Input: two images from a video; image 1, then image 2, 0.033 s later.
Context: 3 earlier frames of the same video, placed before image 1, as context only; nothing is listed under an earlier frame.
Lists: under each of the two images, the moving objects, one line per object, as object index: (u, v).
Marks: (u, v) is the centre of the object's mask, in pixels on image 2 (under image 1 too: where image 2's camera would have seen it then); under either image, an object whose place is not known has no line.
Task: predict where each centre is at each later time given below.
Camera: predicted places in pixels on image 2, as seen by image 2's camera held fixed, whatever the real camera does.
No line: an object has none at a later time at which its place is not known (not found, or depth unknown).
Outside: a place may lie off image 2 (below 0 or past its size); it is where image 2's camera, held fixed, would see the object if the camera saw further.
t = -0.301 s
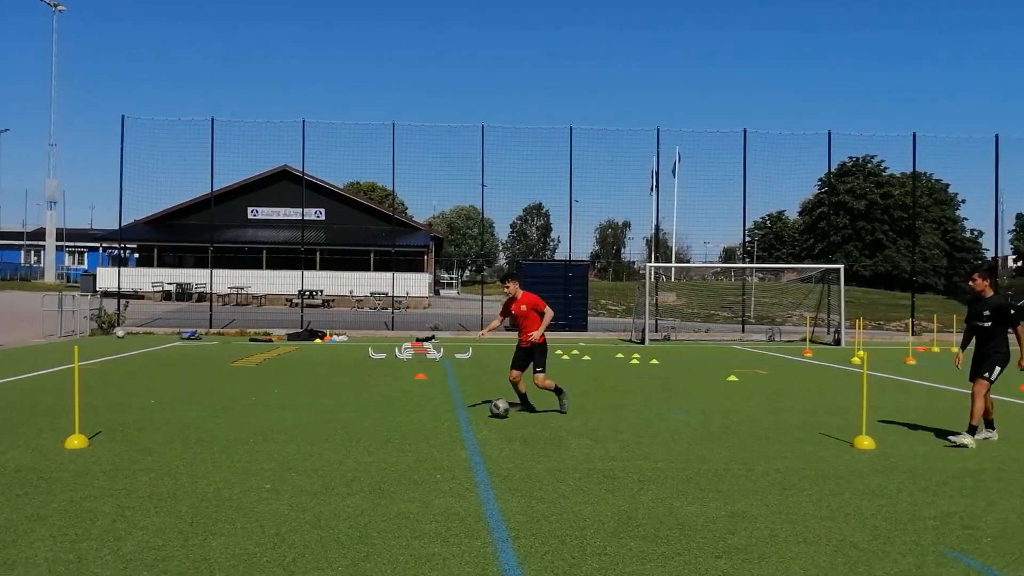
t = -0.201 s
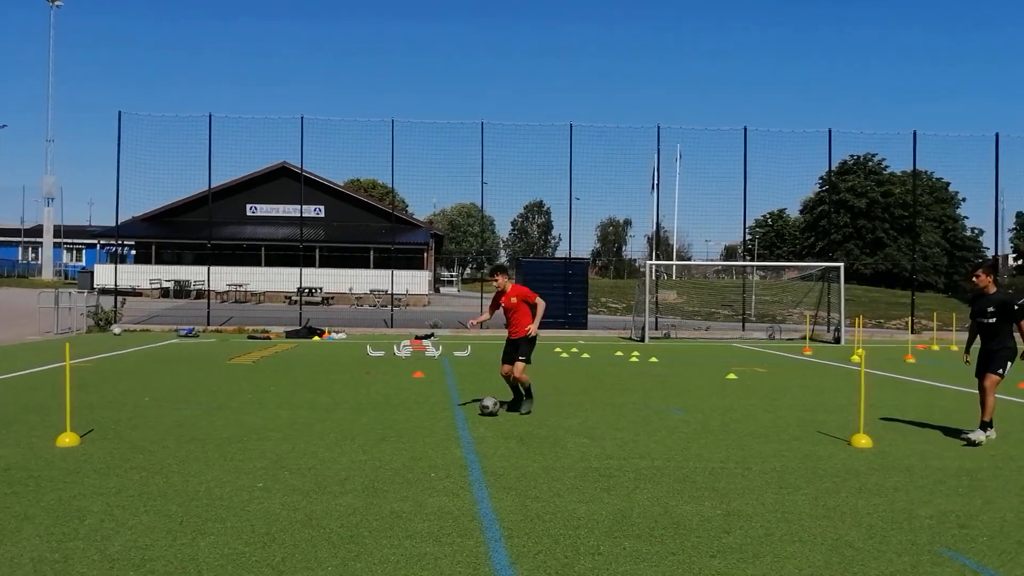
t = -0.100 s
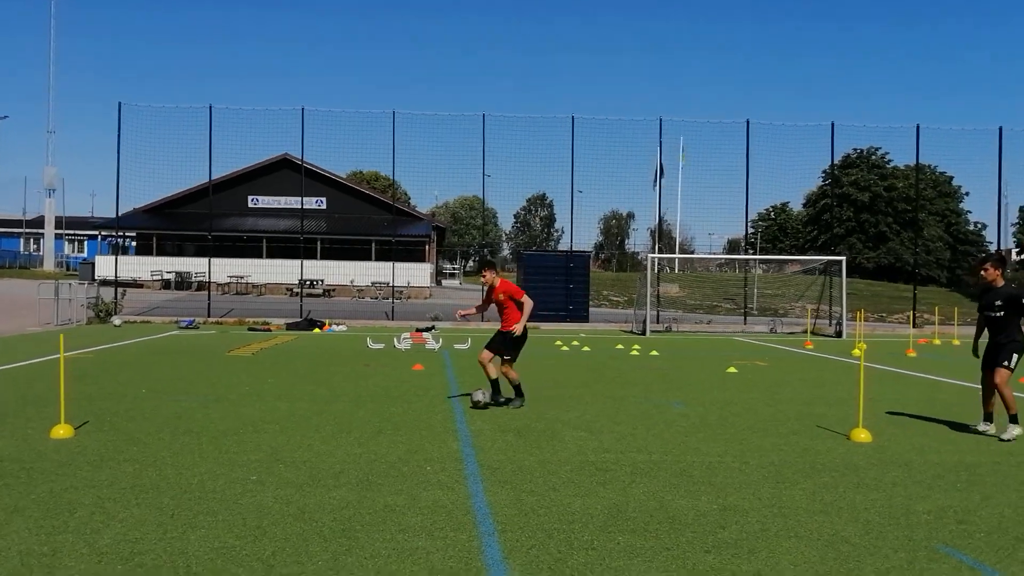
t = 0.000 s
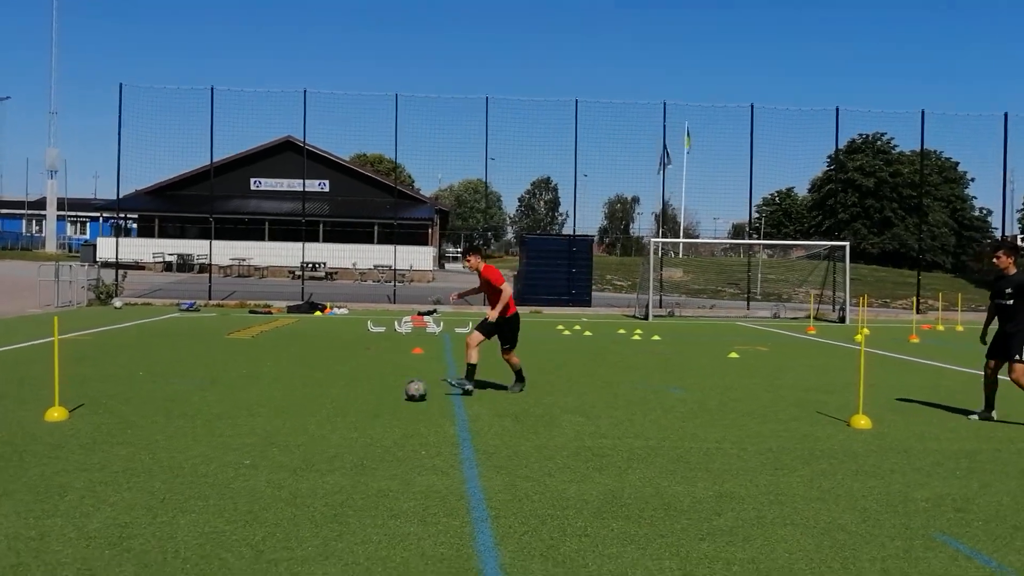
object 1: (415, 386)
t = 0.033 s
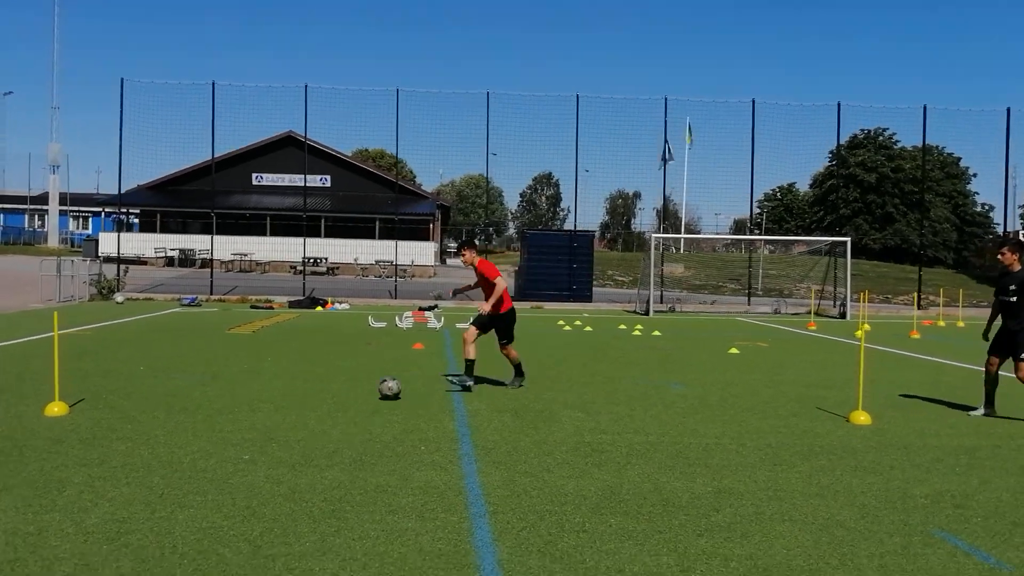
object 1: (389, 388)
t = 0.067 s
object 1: (362, 392)
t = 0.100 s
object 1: (335, 395)
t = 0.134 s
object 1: (307, 398)
